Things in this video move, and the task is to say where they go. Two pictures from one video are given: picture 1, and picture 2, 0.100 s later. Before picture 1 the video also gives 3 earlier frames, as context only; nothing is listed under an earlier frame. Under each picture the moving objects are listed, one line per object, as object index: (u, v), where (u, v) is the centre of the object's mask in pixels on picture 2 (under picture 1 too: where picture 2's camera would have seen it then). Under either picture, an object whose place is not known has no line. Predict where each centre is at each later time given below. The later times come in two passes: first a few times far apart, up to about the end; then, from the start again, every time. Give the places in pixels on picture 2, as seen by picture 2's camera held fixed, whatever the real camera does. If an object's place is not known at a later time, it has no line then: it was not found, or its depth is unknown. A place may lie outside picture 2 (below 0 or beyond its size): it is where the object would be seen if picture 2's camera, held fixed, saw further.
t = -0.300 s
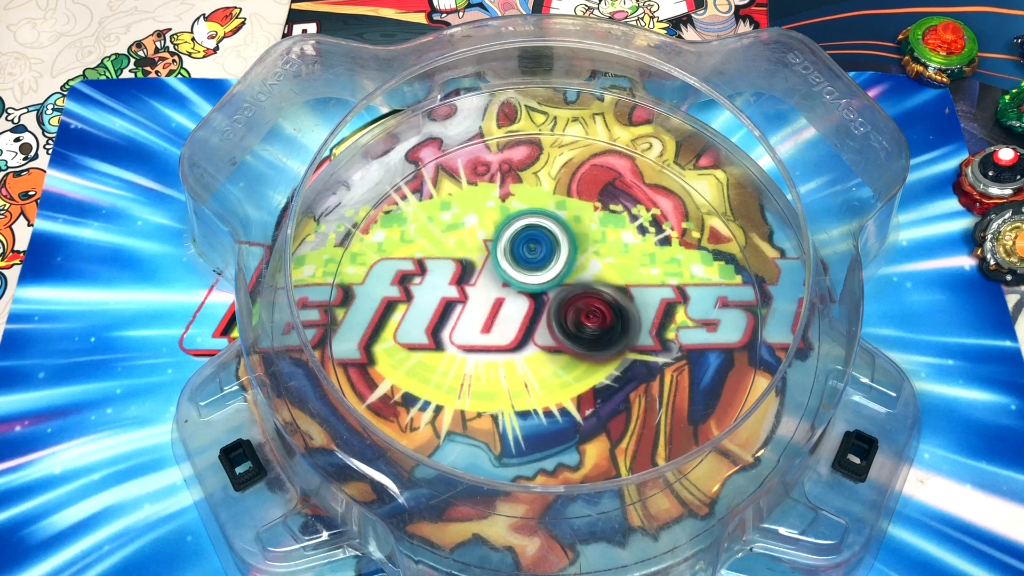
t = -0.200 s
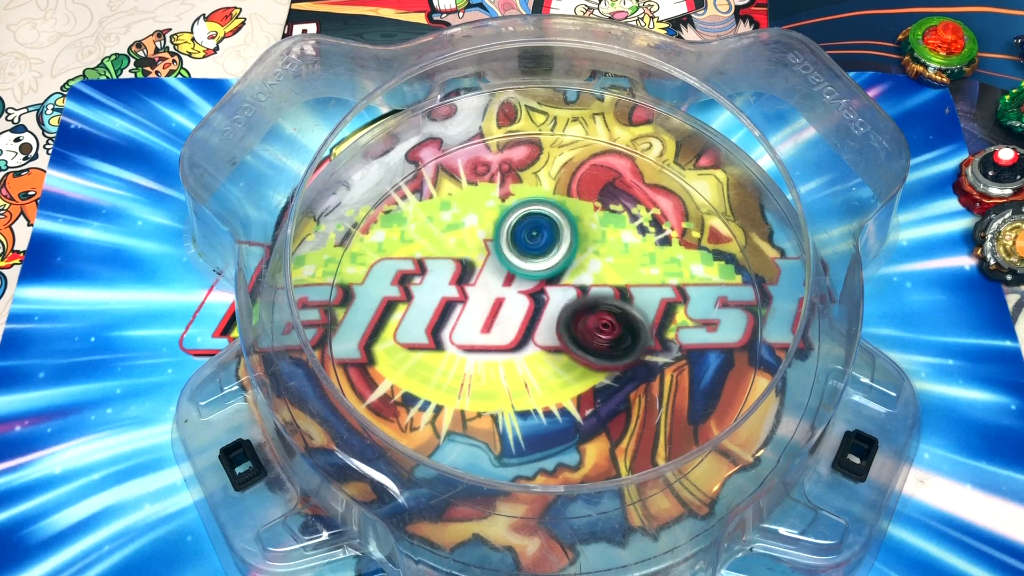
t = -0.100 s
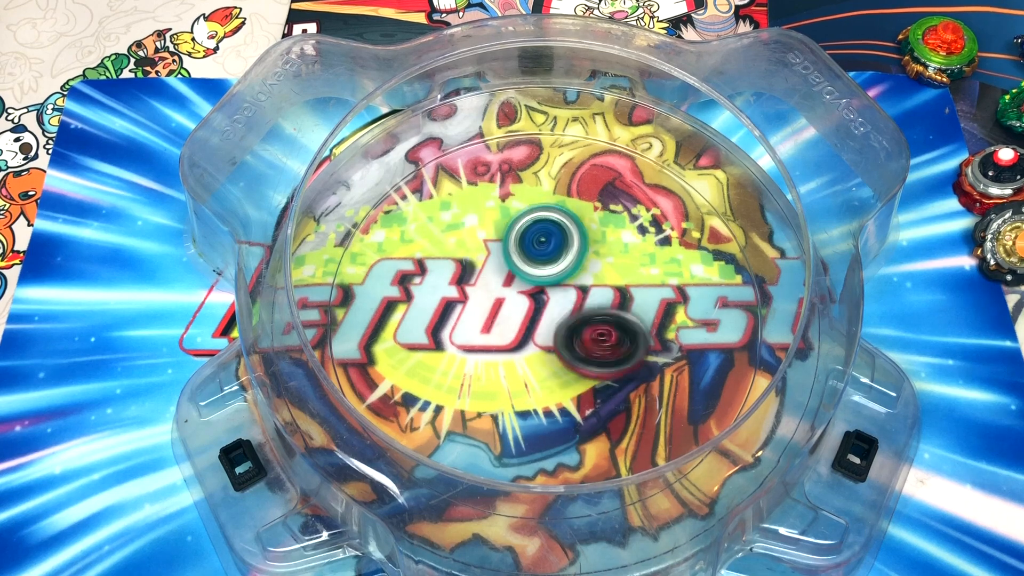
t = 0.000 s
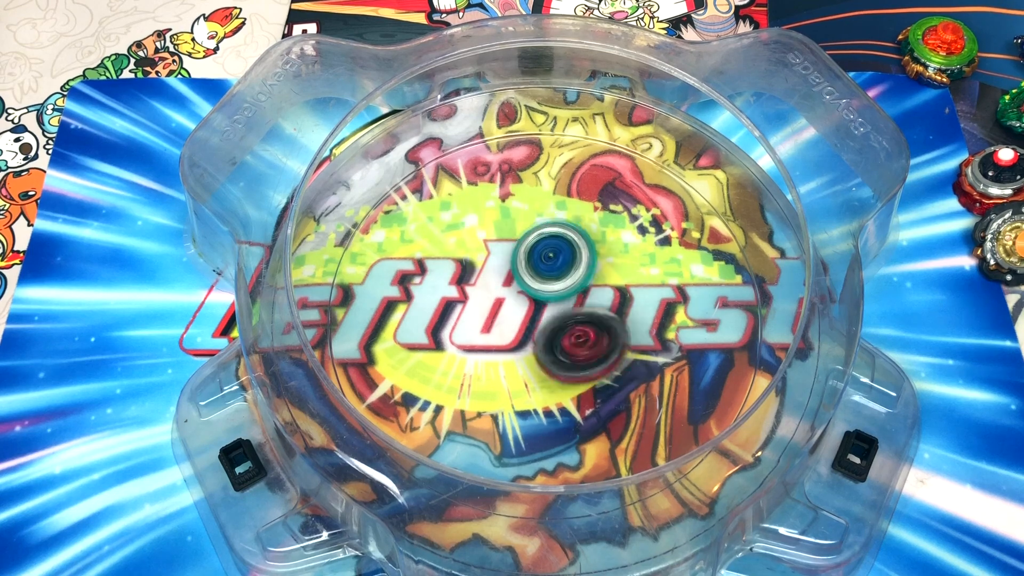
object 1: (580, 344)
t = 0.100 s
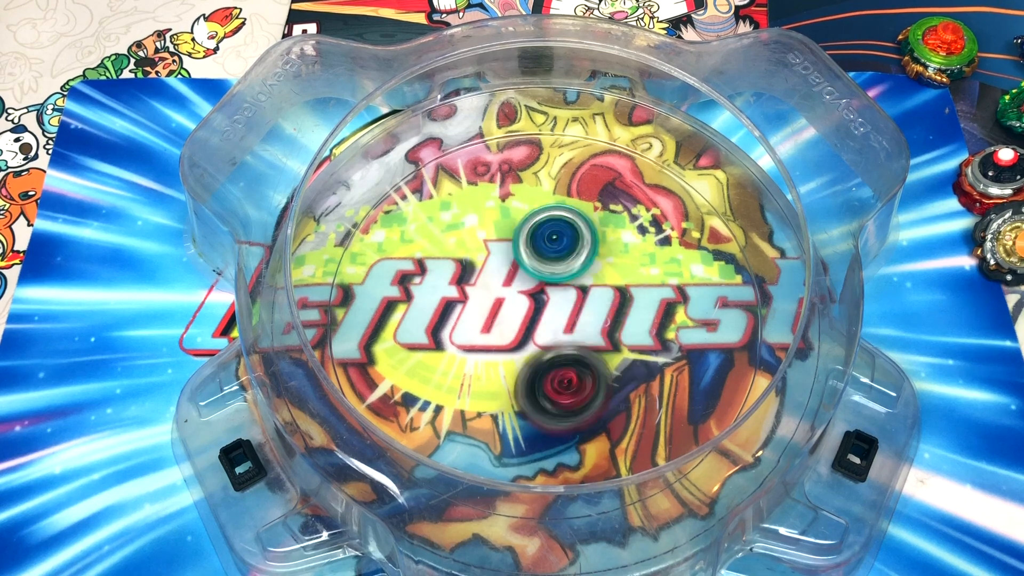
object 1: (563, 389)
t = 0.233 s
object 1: (554, 406)
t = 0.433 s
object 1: (573, 370)
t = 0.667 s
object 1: (573, 388)
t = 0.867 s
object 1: (539, 368)
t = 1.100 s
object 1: (519, 318)
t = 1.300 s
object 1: (531, 336)
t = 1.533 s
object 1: (554, 375)
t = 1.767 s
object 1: (550, 347)
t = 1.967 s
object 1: (521, 348)
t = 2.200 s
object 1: (524, 357)
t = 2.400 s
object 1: (532, 344)
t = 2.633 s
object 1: (573, 322)
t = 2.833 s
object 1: (586, 279)
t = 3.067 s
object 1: (577, 240)
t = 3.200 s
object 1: (567, 237)
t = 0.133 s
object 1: (558, 399)
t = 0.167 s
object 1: (556, 405)
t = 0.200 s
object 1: (553, 408)
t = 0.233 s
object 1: (554, 406)
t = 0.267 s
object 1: (556, 406)
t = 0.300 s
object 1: (557, 403)
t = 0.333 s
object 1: (563, 396)
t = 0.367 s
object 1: (567, 390)
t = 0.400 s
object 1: (569, 379)
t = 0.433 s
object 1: (573, 370)
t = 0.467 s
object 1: (576, 366)
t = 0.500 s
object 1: (576, 363)
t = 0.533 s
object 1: (578, 363)
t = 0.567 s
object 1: (577, 363)
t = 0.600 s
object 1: (578, 365)
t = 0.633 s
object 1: (576, 378)
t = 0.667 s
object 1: (573, 388)
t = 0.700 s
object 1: (570, 393)
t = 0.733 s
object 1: (565, 394)
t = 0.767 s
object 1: (560, 390)
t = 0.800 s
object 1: (554, 384)
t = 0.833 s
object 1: (545, 375)
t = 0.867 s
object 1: (539, 368)
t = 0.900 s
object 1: (530, 360)
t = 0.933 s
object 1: (524, 353)
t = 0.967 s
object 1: (521, 345)
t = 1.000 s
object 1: (517, 339)
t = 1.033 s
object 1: (517, 331)
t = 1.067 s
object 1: (517, 326)
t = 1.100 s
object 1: (519, 318)
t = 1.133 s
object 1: (517, 327)
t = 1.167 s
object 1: (515, 330)
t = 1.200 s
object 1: (519, 333)
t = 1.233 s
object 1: (520, 335)
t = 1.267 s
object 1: (527, 335)
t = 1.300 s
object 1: (531, 336)
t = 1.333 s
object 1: (539, 331)
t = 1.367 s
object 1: (543, 332)
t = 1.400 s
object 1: (548, 340)
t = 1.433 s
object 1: (551, 358)
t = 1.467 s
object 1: (551, 364)
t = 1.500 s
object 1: (554, 374)
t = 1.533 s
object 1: (554, 375)
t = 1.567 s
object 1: (555, 379)
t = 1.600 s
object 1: (553, 372)
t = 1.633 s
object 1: (554, 371)
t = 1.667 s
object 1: (552, 364)
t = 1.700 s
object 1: (553, 360)
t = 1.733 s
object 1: (550, 352)
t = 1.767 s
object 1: (550, 347)
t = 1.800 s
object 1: (546, 340)
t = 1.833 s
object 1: (545, 332)
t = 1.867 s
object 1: (537, 338)
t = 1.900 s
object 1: (529, 342)
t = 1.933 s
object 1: (523, 350)
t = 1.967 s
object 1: (521, 348)
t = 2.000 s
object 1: (518, 353)
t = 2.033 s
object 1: (522, 350)
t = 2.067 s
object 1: (523, 350)
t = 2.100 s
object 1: (529, 345)
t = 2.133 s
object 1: (525, 352)
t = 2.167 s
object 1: (525, 359)
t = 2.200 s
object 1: (524, 357)
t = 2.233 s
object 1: (525, 361)
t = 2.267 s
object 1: (525, 357)
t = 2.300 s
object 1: (526, 357)
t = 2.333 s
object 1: (527, 353)
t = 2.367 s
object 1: (530, 345)
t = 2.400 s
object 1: (532, 344)
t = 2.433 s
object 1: (534, 337)
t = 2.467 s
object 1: (539, 338)
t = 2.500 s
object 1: (546, 340)
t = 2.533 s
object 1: (553, 339)
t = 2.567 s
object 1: (560, 334)
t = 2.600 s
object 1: (567, 330)
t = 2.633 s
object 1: (573, 322)
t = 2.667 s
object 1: (577, 316)
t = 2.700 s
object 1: (581, 310)
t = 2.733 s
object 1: (583, 301)
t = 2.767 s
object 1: (584, 293)
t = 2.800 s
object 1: (586, 286)
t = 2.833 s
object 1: (586, 279)
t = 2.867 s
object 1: (587, 270)
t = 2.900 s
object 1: (588, 263)
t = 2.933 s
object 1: (588, 258)
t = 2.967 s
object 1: (586, 253)
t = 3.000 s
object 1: (583, 248)
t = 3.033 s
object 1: (580, 243)
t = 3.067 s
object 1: (577, 240)
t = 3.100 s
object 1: (575, 238)
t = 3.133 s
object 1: (574, 239)
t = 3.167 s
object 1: (571, 239)
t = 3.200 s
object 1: (567, 237)
